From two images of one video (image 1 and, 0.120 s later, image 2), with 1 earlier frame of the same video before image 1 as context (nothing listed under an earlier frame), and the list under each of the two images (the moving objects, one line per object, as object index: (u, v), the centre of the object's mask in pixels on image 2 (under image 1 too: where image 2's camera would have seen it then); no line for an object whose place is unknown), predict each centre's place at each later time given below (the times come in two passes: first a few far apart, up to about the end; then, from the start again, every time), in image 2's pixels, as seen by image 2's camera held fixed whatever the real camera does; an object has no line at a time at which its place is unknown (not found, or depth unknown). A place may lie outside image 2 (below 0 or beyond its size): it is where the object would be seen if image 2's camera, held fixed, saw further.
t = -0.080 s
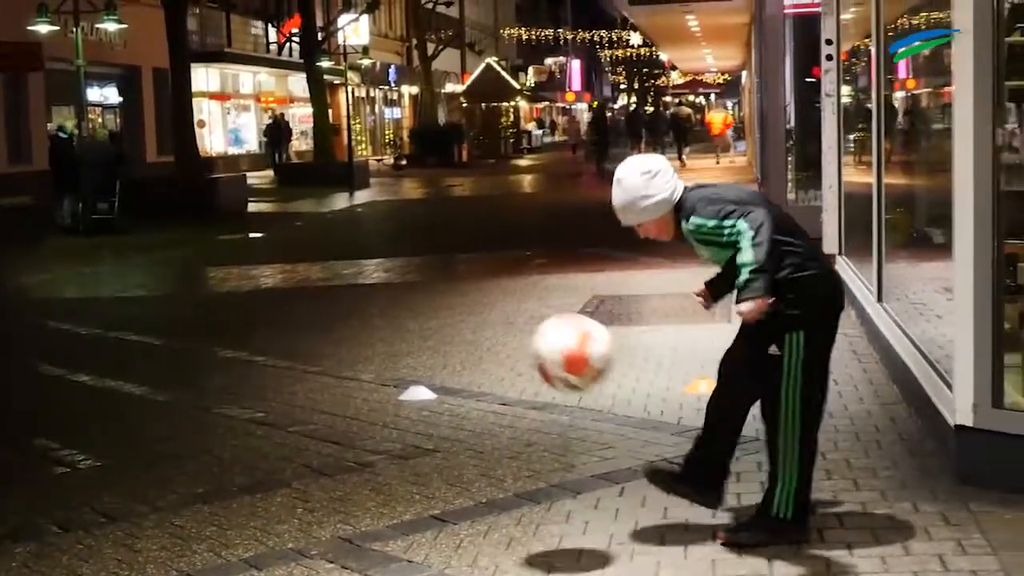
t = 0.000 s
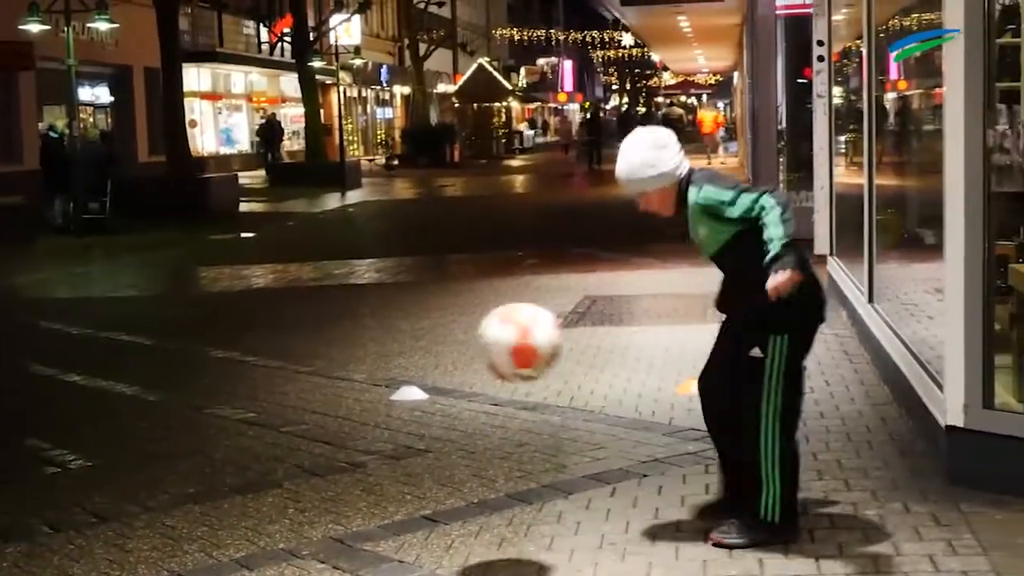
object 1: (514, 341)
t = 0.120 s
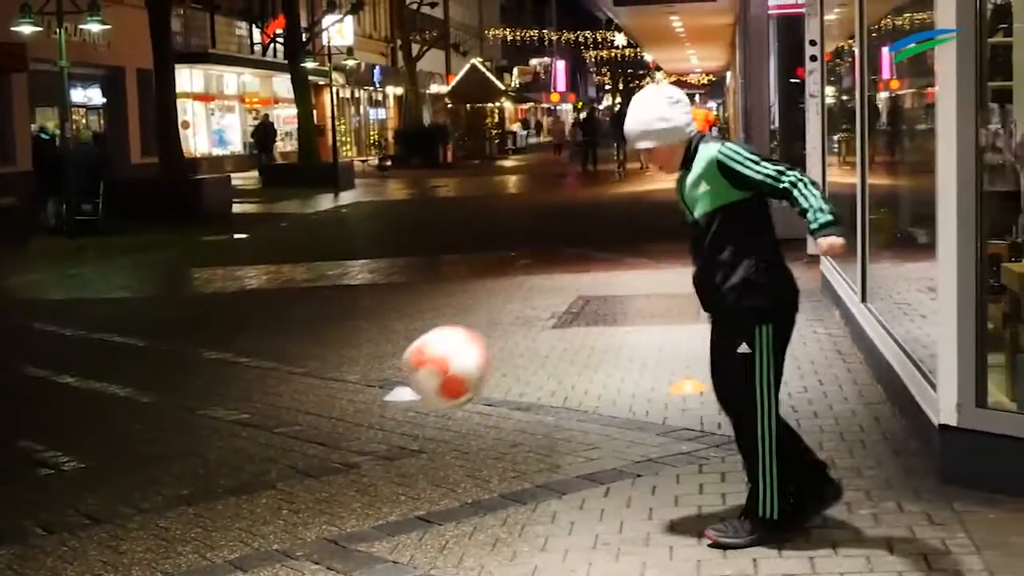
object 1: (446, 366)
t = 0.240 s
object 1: (377, 449)
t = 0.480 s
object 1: (244, 504)
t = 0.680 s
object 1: (138, 490)
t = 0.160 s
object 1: (422, 388)
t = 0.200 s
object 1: (400, 415)
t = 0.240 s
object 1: (377, 449)
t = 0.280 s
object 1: (353, 487)
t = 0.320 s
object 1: (330, 530)
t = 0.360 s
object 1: (308, 556)
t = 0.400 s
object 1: (285, 542)
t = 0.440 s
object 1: (264, 523)
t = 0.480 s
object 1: (244, 504)
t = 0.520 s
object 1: (223, 490)
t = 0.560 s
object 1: (202, 481)
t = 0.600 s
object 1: (181, 478)
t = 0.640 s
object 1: (160, 480)
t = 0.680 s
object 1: (138, 490)
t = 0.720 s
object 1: (117, 505)
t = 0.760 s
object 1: (95, 529)
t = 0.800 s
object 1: (73, 549)
